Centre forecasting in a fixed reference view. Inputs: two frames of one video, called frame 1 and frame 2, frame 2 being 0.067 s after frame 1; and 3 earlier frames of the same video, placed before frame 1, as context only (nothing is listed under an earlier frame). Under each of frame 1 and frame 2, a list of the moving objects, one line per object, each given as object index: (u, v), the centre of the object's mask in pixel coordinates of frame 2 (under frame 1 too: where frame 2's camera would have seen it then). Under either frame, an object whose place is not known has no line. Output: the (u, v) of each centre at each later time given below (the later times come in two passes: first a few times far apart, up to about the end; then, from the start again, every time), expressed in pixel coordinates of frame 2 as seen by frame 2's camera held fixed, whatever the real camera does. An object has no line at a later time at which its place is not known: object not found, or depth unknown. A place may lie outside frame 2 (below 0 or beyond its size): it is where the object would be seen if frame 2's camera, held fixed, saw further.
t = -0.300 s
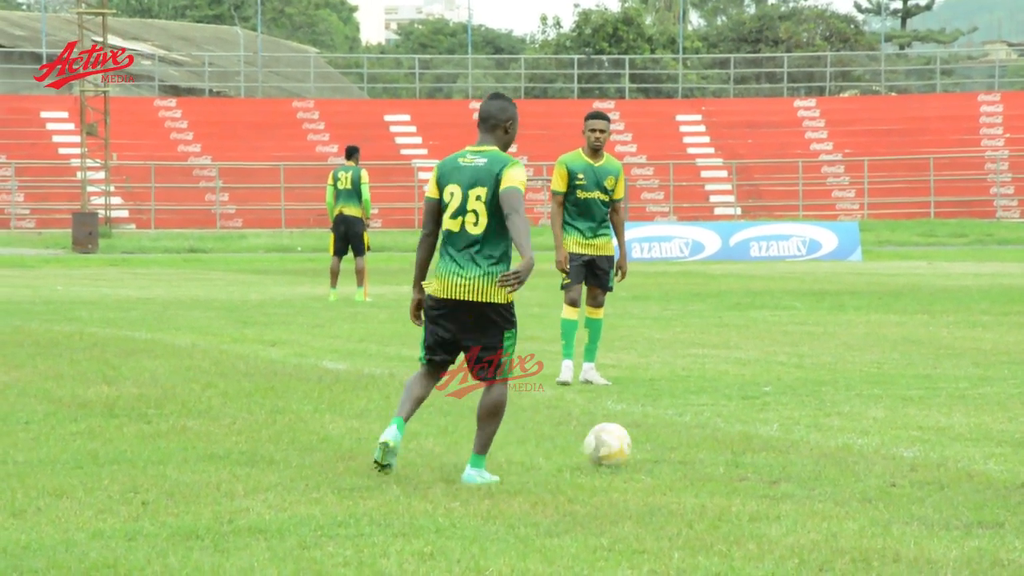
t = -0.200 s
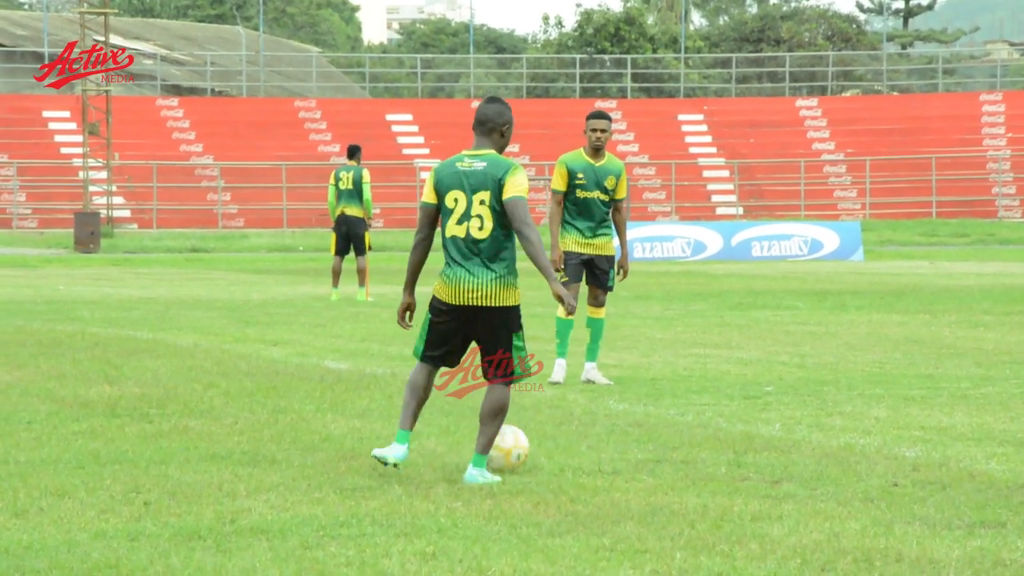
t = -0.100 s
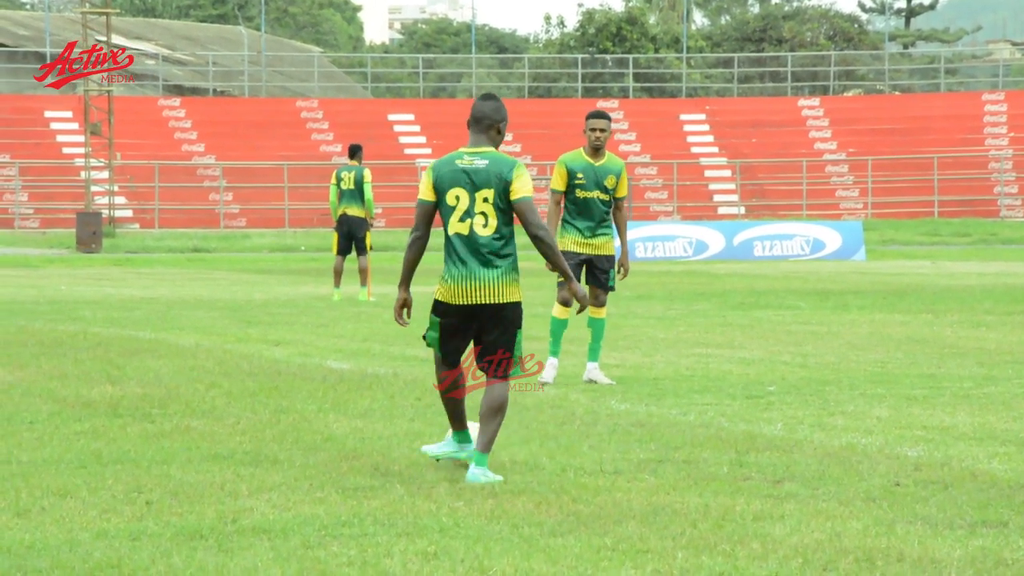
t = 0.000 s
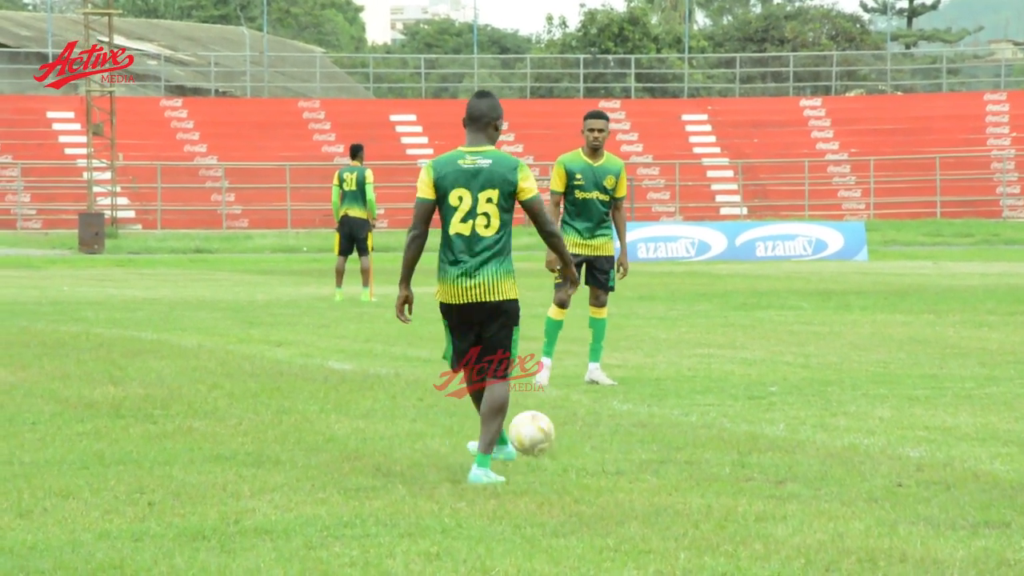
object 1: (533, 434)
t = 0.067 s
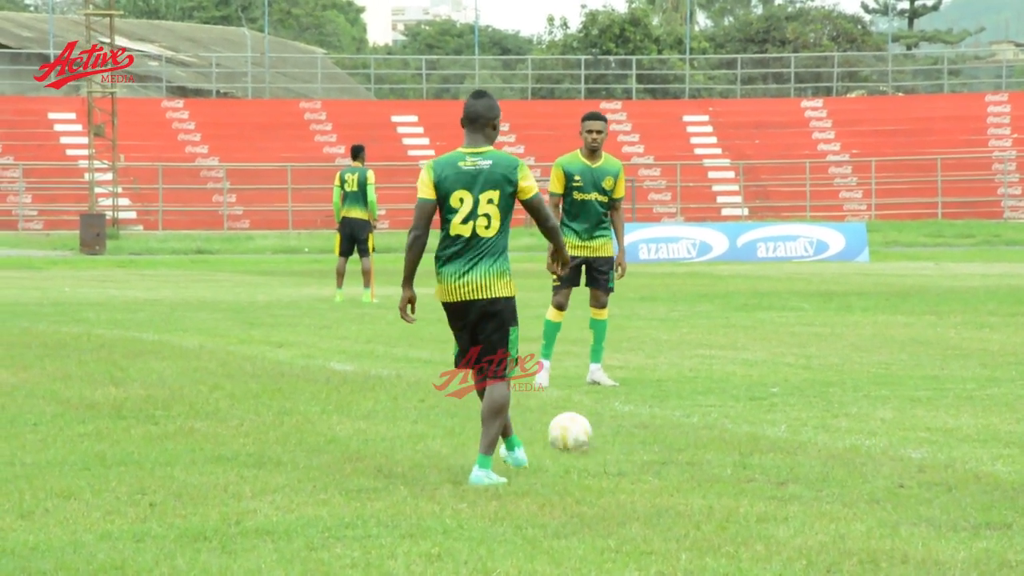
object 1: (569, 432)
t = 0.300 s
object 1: (665, 411)
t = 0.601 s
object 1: (734, 394)
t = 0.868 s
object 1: (771, 393)
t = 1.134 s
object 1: (799, 382)
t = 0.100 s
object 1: (586, 428)
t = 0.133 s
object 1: (601, 426)
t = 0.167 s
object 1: (616, 423)
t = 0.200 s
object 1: (631, 422)
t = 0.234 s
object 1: (643, 419)
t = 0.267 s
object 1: (655, 414)
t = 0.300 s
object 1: (665, 411)
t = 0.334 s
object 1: (676, 410)
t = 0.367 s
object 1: (686, 412)
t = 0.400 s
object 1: (697, 413)
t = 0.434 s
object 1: (704, 410)
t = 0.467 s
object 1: (711, 407)
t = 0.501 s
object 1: (717, 407)
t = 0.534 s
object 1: (723, 403)
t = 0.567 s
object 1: (729, 398)
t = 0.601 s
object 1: (734, 394)
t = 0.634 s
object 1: (740, 393)
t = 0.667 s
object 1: (744, 394)
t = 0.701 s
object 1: (750, 397)
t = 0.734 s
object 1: (755, 397)
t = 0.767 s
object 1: (759, 394)
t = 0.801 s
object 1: (763, 392)
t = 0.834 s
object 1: (767, 392)
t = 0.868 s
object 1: (771, 393)
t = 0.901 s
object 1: (775, 391)
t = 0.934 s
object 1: (779, 388)
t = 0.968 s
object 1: (782, 387)
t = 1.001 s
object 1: (786, 387)
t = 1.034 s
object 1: (790, 388)
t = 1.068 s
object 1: (794, 384)
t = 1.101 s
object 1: (796, 382)
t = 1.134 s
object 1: (799, 382)
